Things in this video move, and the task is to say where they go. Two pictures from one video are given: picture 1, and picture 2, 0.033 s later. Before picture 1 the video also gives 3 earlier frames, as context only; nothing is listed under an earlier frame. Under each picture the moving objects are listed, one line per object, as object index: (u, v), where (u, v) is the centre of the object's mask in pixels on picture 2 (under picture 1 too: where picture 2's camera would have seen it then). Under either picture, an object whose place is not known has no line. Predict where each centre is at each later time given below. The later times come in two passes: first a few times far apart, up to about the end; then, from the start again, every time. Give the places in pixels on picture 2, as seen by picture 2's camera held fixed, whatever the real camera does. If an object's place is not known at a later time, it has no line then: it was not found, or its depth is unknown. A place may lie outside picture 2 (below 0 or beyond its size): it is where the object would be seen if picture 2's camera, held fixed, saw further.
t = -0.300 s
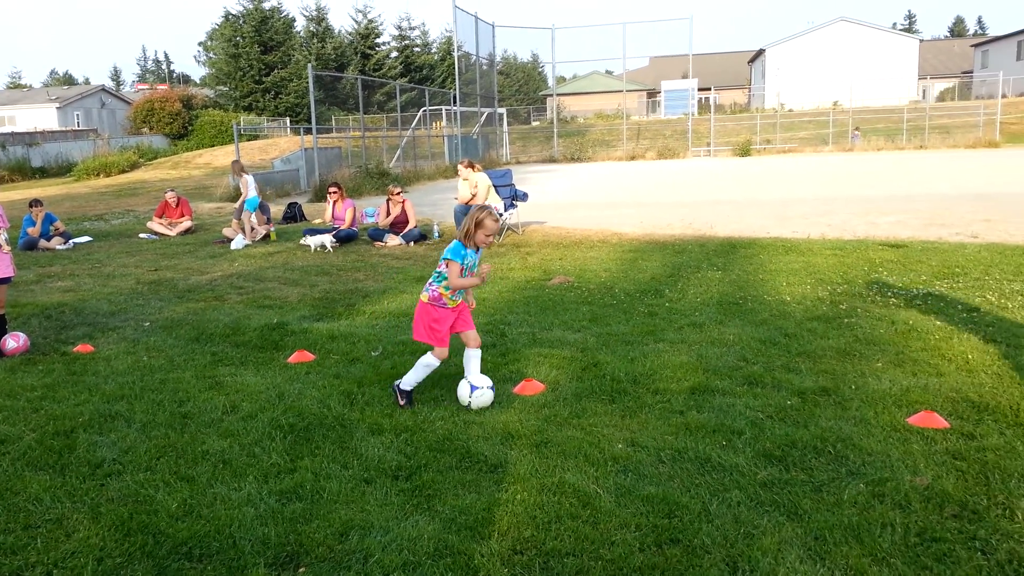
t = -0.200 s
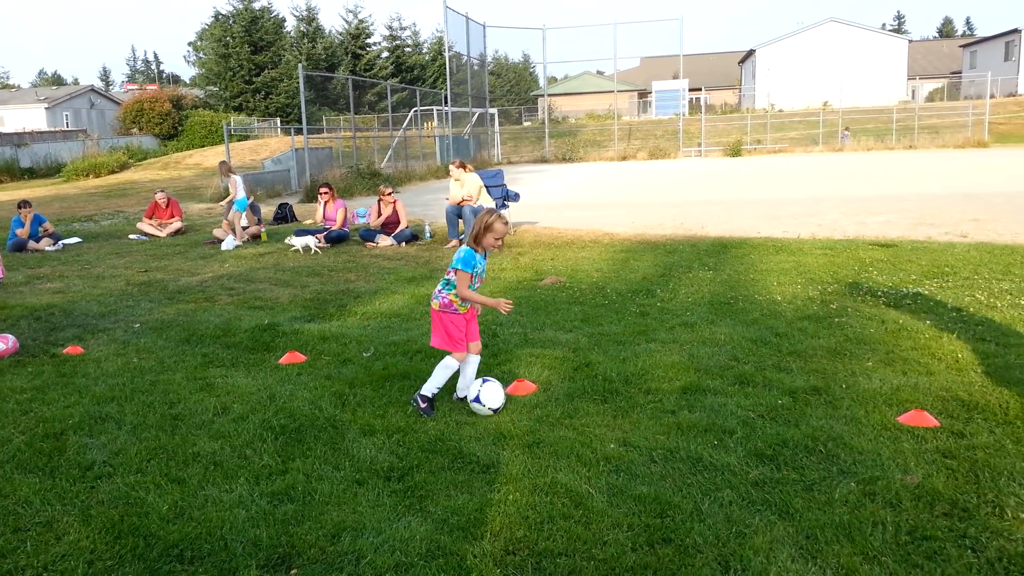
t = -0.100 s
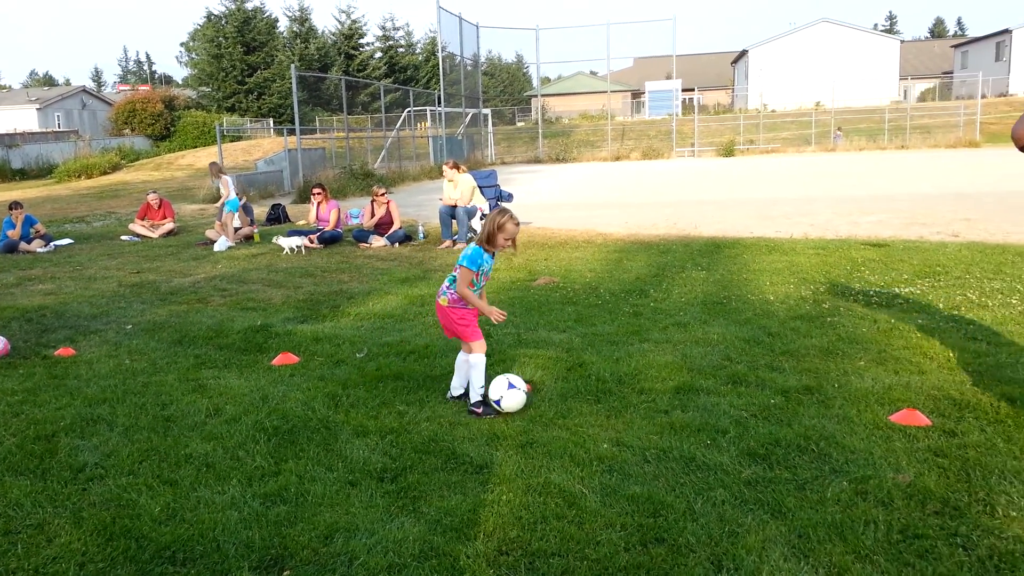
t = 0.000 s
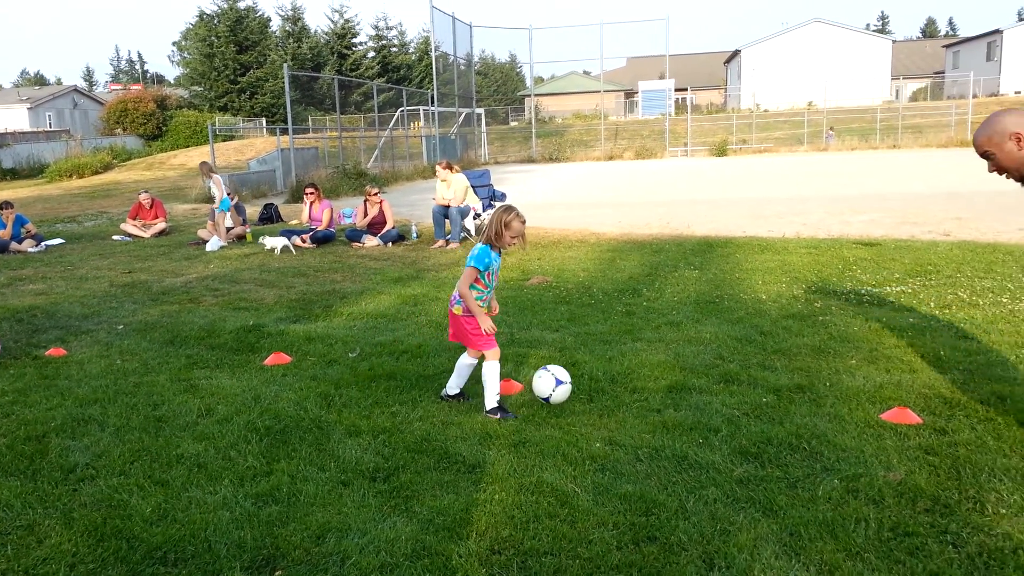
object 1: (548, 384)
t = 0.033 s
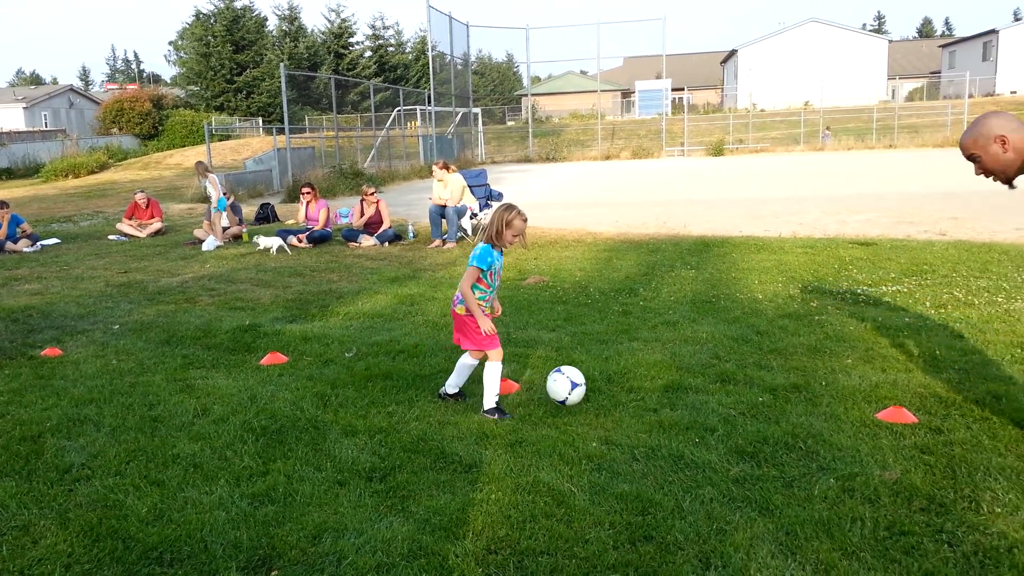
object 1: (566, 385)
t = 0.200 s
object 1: (643, 403)
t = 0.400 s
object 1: (698, 408)
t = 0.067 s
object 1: (584, 389)
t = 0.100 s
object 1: (602, 395)
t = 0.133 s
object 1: (620, 403)
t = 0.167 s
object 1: (634, 406)
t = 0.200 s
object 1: (643, 403)
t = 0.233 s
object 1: (652, 401)
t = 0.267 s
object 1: (661, 400)
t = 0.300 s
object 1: (670, 401)
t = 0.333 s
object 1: (679, 403)
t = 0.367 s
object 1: (689, 405)
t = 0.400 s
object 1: (698, 408)
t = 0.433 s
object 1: (708, 408)
